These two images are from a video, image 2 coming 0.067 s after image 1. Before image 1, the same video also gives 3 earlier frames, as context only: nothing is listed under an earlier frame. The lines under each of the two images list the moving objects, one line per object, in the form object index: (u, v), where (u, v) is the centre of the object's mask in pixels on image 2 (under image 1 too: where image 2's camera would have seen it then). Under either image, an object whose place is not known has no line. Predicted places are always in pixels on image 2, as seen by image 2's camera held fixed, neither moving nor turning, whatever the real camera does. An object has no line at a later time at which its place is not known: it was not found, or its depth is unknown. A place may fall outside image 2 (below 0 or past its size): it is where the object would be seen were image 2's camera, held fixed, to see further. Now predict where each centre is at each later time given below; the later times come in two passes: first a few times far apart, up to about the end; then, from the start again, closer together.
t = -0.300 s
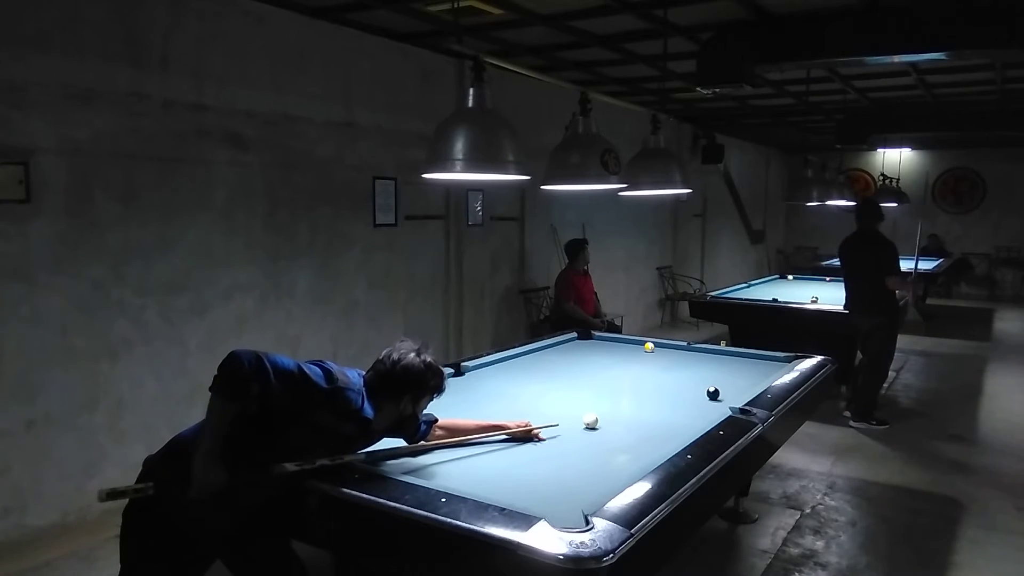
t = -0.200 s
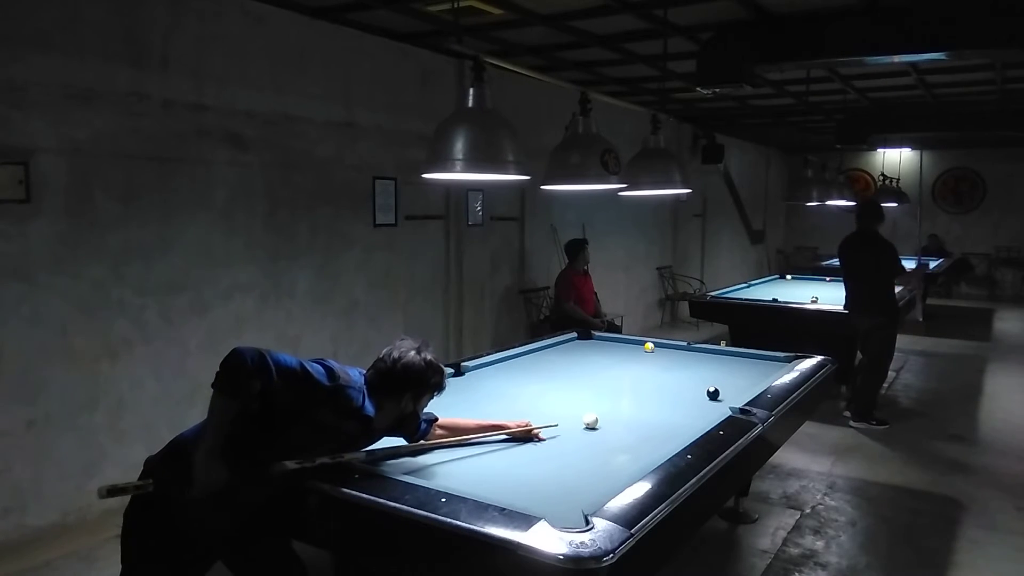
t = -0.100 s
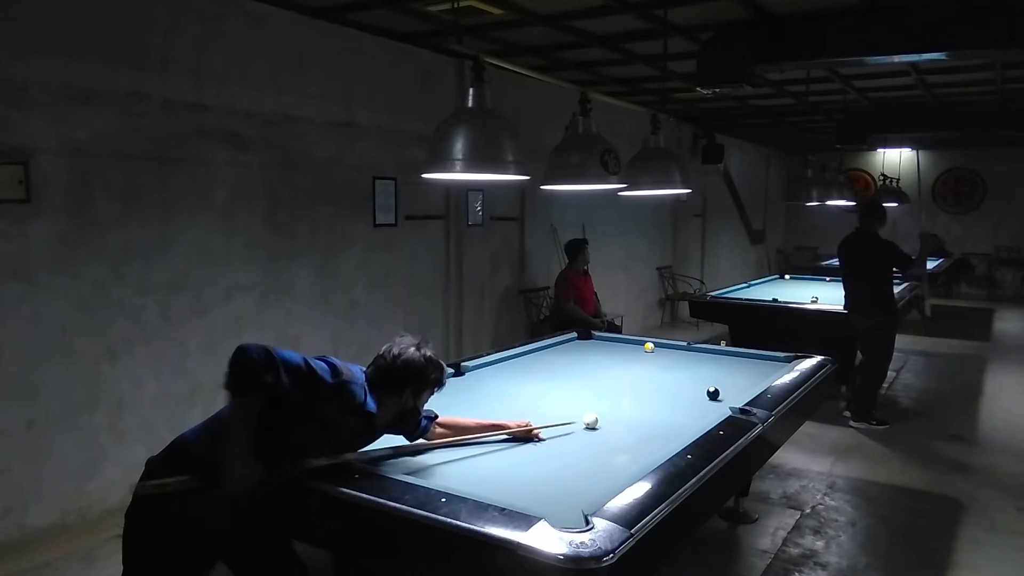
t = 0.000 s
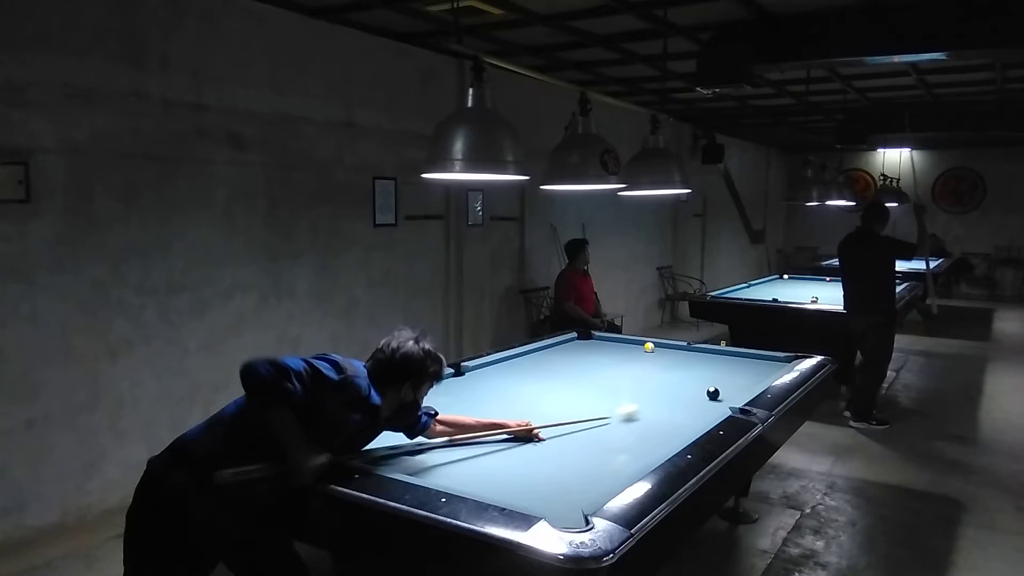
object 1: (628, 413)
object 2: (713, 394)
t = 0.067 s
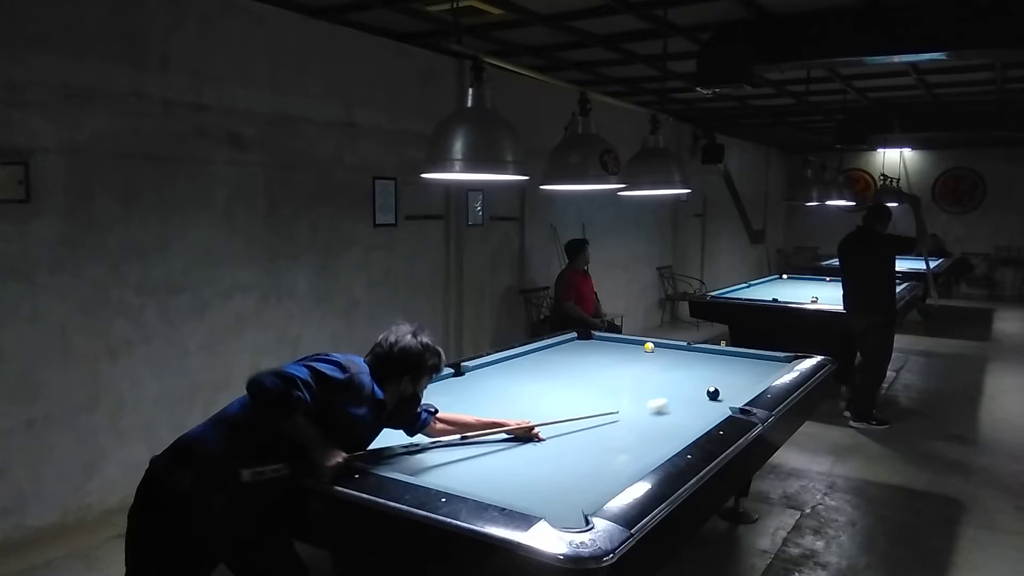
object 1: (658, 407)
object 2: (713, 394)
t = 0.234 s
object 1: (711, 397)
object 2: (721, 390)
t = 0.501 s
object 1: (735, 394)
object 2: (760, 375)
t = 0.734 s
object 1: (726, 388)
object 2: (783, 364)
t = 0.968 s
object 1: (718, 383)
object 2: (796, 358)
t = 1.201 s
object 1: (710, 379)
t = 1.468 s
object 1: (702, 374)
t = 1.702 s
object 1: (696, 370)
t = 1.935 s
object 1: (690, 367)
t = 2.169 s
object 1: (685, 364)
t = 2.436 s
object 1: (679, 361)
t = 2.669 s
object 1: (674, 358)
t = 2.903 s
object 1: (670, 356)
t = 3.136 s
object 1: (667, 354)
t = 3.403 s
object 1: (663, 353)
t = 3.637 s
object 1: (660, 351)
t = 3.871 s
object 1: (658, 349)
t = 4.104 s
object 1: (658, 349)
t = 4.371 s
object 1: (659, 348)
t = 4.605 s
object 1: (660, 348)
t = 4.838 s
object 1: (660, 348)
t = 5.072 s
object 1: (660, 348)
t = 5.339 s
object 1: (660, 348)
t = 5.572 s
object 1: (660, 348)
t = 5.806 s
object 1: (660, 348)
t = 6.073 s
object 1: (660, 348)
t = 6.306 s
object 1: (660, 348)
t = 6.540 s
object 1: (660, 348)
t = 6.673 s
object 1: (660, 348)
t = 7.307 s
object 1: (660, 348)
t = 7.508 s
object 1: (660, 348)
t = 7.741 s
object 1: (660, 348)
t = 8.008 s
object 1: (660, 347)
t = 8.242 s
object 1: (660, 347)
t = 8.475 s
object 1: (660, 347)
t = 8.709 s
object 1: (660, 348)
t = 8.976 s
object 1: (660, 348)
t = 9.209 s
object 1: (660, 348)
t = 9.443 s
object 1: (660, 348)
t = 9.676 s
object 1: (660, 348)
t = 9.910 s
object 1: (660, 347)
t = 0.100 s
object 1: (672, 404)
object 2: (713, 394)
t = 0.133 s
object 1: (684, 401)
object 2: (713, 394)
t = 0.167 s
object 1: (696, 399)
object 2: (713, 394)
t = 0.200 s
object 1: (706, 396)
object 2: (716, 393)
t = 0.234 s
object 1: (711, 397)
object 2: (721, 390)
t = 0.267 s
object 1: (716, 397)
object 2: (726, 388)
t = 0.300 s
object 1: (720, 397)
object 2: (732, 386)
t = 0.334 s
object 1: (725, 397)
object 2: (737, 384)
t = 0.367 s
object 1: (729, 396)
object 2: (742, 382)
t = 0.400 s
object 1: (734, 395)
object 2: (747, 380)
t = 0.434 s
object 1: (737, 394)
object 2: (752, 378)
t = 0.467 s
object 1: (736, 394)
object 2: (756, 377)
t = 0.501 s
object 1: (735, 394)
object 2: (760, 375)
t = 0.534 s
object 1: (734, 393)
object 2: (764, 374)
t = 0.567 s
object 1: (733, 392)
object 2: (768, 372)
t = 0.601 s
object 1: (731, 392)
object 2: (771, 370)
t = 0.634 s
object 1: (730, 391)
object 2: (775, 368)
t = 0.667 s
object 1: (729, 390)
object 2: (778, 367)
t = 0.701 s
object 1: (727, 389)
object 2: (782, 365)
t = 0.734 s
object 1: (726, 388)
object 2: (783, 364)
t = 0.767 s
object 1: (725, 388)
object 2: (784, 363)
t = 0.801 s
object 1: (724, 387)
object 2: (785, 362)
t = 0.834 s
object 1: (722, 386)
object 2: (787, 360)
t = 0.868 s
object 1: (721, 385)
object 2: (787, 360)
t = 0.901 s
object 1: (720, 385)
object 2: (789, 359)
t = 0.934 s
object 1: (719, 384)
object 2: (793, 358)
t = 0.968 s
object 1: (718, 383)
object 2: (796, 358)
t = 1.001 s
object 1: (716, 382)
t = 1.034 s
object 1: (715, 382)
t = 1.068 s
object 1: (714, 381)
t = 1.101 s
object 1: (713, 380)
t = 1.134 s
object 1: (712, 380)
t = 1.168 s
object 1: (711, 379)
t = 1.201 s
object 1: (710, 379)
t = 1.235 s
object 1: (709, 378)
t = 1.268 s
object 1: (708, 377)
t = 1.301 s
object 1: (707, 377)
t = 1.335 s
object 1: (706, 376)
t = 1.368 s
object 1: (705, 376)
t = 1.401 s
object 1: (704, 375)
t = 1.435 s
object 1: (703, 374)
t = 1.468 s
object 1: (702, 374)
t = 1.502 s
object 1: (701, 373)
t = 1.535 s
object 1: (700, 373)
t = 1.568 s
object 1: (699, 372)
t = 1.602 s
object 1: (698, 372)
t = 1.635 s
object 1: (697, 371)
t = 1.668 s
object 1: (696, 371)
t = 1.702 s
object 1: (696, 370)
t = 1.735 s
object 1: (695, 370)
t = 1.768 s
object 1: (694, 369)
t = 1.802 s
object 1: (693, 369)
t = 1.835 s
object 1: (692, 368)
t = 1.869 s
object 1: (691, 368)
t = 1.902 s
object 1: (691, 368)
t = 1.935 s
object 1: (690, 367)
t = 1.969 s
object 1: (689, 367)
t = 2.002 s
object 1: (688, 366)
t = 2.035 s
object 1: (688, 366)
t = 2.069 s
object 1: (687, 365)
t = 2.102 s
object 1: (686, 365)
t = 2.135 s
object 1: (685, 364)
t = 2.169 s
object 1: (685, 364)
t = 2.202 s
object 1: (684, 364)
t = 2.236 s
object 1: (683, 363)
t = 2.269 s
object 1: (683, 363)
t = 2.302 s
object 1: (682, 362)
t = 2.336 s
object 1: (681, 362)
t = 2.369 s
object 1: (680, 361)
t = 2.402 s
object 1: (680, 361)
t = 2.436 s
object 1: (679, 361)
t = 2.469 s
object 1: (678, 360)
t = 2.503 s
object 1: (678, 360)
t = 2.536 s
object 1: (677, 360)
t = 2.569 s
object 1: (676, 359)
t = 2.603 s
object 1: (676, 359)
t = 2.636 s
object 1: (675, 359)
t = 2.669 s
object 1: (674, 358)
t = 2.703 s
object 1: (674, 358)
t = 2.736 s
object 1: (673, 358)
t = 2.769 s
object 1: (673, 357)
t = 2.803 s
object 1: (672, 357)
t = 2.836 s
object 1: (672, 357)
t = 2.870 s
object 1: (671, 356)
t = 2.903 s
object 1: (670, 356)
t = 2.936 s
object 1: (670, 356)
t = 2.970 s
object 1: (669, 356)
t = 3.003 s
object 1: (669, 355)
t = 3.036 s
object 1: (668, 355)
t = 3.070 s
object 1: (668, 355)
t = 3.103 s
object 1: (667, 355)
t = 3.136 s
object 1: (667, 354)
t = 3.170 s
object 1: (666, 354)
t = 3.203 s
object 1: (666, 354)
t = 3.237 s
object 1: (665, 354)
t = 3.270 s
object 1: (665, 353)
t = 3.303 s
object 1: (664, 353)
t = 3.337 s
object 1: (664, 353)
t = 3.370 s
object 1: (664, 353)
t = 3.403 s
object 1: (663, 353)
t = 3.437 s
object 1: (663, 352)
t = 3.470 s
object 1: (662, 352)
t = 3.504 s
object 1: (662, 352)
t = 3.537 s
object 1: (662, 352)
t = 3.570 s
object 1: (661, 351)
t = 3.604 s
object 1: (661, 351)
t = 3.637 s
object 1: (660, 351)
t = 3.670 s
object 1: (660, 351)
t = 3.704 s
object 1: (659, 351)
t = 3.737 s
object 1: (659, 350)
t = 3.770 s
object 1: (659, 350)
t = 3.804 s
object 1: (659, 350)
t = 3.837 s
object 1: (658, 350)
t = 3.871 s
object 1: (658, 349)
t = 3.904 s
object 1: (657, 349)
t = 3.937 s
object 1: (657, 349)
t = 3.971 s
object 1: (657, 349)
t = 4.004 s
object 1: (657, 349)
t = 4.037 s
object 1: (657, 349)
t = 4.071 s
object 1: (657, 349)
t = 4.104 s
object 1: (658, 349)
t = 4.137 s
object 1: (658, 349)
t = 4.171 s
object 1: (658, 349)
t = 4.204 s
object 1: (658, 349)
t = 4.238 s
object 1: (658, 349)
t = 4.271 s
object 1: (658, 349)
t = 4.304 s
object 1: (659, 349)
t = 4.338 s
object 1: (659, 348)
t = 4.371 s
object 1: (659, 348)
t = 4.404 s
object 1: (659, 348)
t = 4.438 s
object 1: (659, 348)
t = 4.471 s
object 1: (659, 348)
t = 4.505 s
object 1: (659, 348)
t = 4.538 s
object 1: (659, 348)
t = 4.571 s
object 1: (660, 348)
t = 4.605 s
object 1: (660, 348)
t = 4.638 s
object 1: (660, 348)
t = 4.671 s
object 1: (660, 348)
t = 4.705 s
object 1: (660, 348)
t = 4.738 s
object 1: (660, 348)
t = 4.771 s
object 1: (660, 348)
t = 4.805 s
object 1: (660, 348)
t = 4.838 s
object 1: (660, 348)
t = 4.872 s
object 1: (660, 348)
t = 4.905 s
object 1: (660, 348)
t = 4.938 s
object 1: (660, 348)
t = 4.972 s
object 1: (660, 348)
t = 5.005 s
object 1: (660, 348)
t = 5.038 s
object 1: (660, 348)
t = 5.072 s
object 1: (660, 348)
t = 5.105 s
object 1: (660, 348)
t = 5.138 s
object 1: (660, 348)
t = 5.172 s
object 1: (660, 348)
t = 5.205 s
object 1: (660, 348)
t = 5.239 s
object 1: (660, 348)
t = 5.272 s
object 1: (660, 348)
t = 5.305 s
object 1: (660, 348)
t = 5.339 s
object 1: (660, 348)
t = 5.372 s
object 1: (660, 347)
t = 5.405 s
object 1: (660, 348)
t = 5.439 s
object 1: (660, 348)
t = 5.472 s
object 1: (660, 347)
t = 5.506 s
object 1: (660, 348)
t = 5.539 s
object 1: (660, 348)
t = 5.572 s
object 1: (660, 348)
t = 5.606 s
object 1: (660, 348)
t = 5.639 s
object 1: (660, 348)
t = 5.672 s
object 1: (660, 348)
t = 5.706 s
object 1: (660, 348)
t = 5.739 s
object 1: (660, 348)
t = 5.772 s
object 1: (660, 348)
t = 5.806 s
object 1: (660, 348)
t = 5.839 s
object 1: (660, 348)
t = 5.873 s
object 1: (660, 348)
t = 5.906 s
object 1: (660, 348)
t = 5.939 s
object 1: (660, 348)
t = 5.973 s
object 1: (660, 348)
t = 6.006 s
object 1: (660, 348)
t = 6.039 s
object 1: (660, 348)
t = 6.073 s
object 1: (660, 348)
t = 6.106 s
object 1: (660, 348)
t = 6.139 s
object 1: (660, 348)
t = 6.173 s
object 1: (660, 348)
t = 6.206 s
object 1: (660, 348)
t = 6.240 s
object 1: (660, 348)
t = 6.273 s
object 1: (660, 348)
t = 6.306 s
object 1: (660, 348)
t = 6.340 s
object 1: (660, 348)
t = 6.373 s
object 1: (660, 348)
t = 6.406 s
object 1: (660, 348)
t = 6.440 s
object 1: (660, 348)
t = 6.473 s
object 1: (660, 348)
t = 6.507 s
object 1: (660, 348)
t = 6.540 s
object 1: (660, 348)
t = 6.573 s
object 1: (660, 348)
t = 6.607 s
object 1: (660, 348)
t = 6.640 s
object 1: (660, 348)
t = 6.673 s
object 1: (660, 348)
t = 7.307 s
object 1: (660, 348)
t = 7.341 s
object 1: (660, 348)
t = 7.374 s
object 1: (660, 348)
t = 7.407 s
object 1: (660, 348)
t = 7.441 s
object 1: (660, 348)
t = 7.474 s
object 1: (660, 348)
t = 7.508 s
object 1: (660, 348)
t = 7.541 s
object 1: (660, 348)
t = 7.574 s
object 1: (660, 348)
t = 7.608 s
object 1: (660, 348)
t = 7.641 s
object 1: (660, 347)
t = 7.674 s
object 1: (660, 347)
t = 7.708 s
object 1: (660, 347)
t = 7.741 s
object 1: (660, 348)
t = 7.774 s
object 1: (660, 347)
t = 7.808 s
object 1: (660, 348)
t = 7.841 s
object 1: (660, 348)
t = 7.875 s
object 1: (660, 348)
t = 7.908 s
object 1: (660, 348)
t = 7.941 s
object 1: (660, 348)
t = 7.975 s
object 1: (660, 348)
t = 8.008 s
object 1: (660, 347)
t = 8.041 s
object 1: (660, 347)
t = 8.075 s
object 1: (660, 347)
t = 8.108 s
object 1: (660, 348)
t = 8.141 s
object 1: (660, 347)
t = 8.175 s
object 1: (660, 348)
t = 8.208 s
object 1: (660, 348)
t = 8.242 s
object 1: (660, 347)
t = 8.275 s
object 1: (660, 347)
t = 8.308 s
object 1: (660, 348)
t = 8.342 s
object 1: (660, 347)
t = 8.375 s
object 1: (660, 347)
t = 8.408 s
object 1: (660, 348)
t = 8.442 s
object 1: (660, 347)
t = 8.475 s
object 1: (660, 347)
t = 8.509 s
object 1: (660, 348)
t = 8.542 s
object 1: (660, 348)
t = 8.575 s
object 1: (660, 348)
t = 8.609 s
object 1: (660, 347)
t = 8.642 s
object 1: (660, 348)
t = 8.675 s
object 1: (660, 348)
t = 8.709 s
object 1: (660, 348)
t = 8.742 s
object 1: (660, 348)
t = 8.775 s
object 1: (660, 347)
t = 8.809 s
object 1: (660, 348)
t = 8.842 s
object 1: (660, 347)
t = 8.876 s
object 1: (660, 347)
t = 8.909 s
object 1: (660, 348)
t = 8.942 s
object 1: (660, 347)
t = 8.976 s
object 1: (660, 348)
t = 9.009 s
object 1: (660, 348)
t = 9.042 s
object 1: (660, 348)
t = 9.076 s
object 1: (660, 348)
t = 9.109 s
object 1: (660, 348)
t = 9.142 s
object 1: (660, 348)
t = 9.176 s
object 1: (660, 347)
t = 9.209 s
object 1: (660, 348)
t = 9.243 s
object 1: (660, 347)
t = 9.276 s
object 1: (660, 348)
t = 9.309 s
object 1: (660, 347)
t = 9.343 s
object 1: (660, 348)
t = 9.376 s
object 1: (660, 348)
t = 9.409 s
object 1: (660, 347)
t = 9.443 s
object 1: (660, 348)
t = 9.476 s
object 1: (660, 348)
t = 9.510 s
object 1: (660, 348)
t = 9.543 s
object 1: (660, 347)
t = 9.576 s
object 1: (660, 347)
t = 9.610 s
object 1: (660, 348)
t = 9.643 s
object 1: (660, 348)
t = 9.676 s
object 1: (660, 348)
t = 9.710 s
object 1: (660, 348)
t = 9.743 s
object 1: (660, 348)
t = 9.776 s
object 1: (660, 347)
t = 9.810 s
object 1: (660, 347)
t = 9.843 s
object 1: (660, 348)
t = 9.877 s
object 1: (660, 348)
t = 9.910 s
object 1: (660, 347)
